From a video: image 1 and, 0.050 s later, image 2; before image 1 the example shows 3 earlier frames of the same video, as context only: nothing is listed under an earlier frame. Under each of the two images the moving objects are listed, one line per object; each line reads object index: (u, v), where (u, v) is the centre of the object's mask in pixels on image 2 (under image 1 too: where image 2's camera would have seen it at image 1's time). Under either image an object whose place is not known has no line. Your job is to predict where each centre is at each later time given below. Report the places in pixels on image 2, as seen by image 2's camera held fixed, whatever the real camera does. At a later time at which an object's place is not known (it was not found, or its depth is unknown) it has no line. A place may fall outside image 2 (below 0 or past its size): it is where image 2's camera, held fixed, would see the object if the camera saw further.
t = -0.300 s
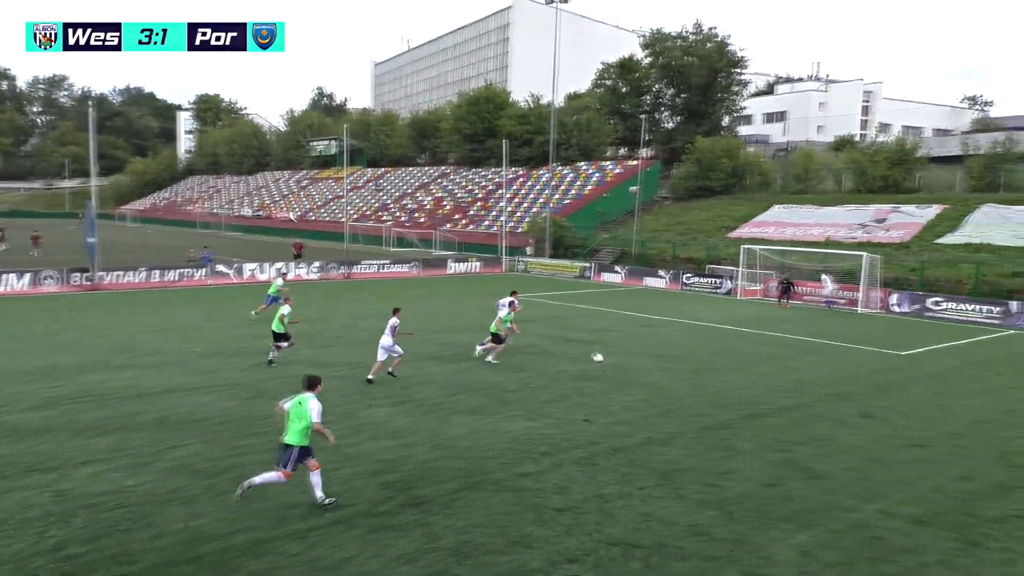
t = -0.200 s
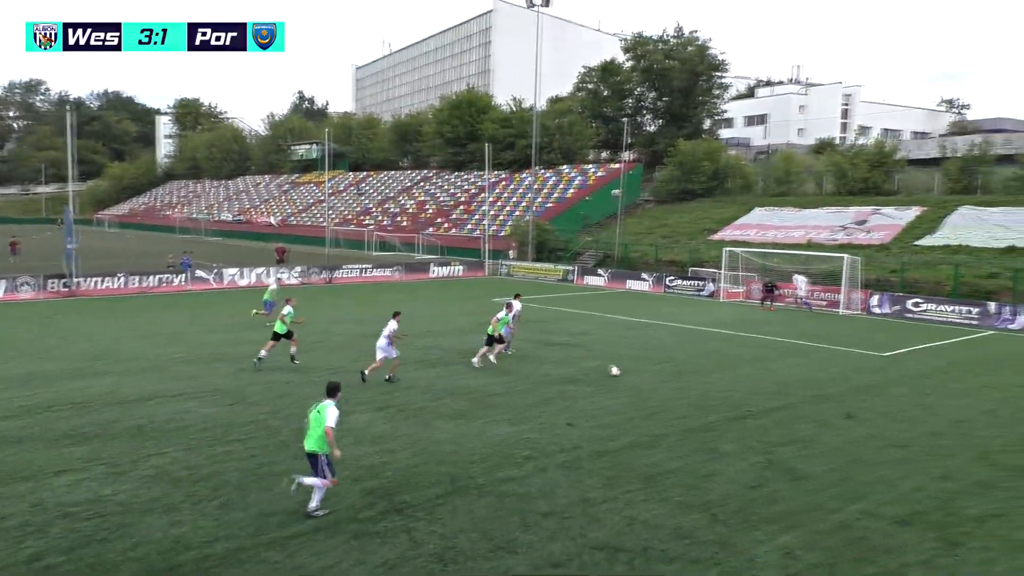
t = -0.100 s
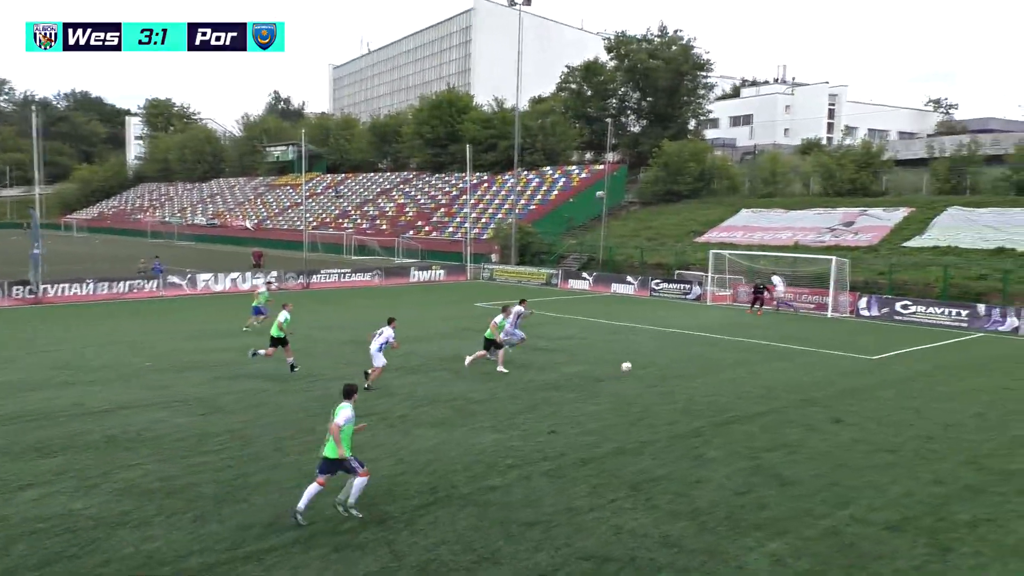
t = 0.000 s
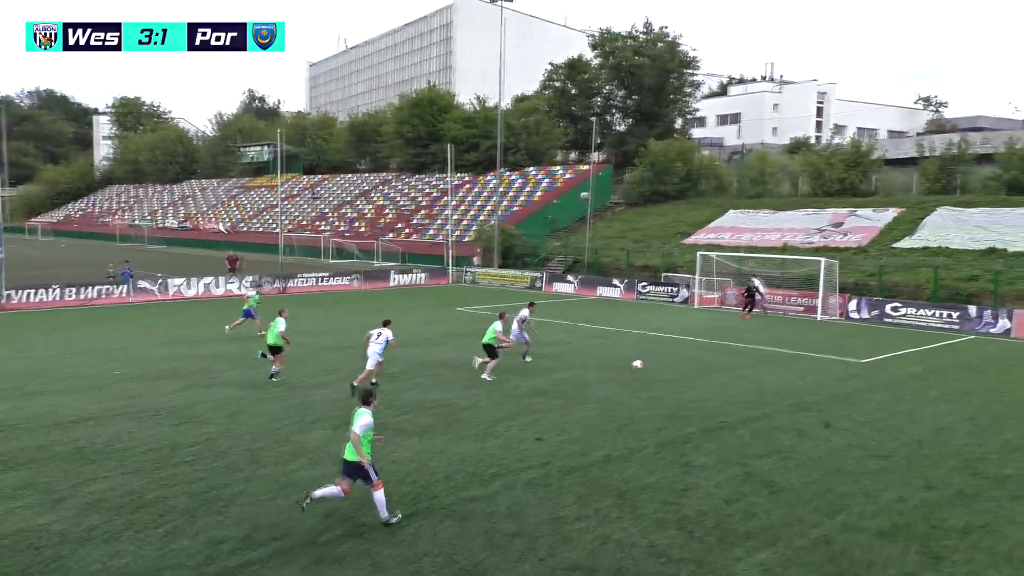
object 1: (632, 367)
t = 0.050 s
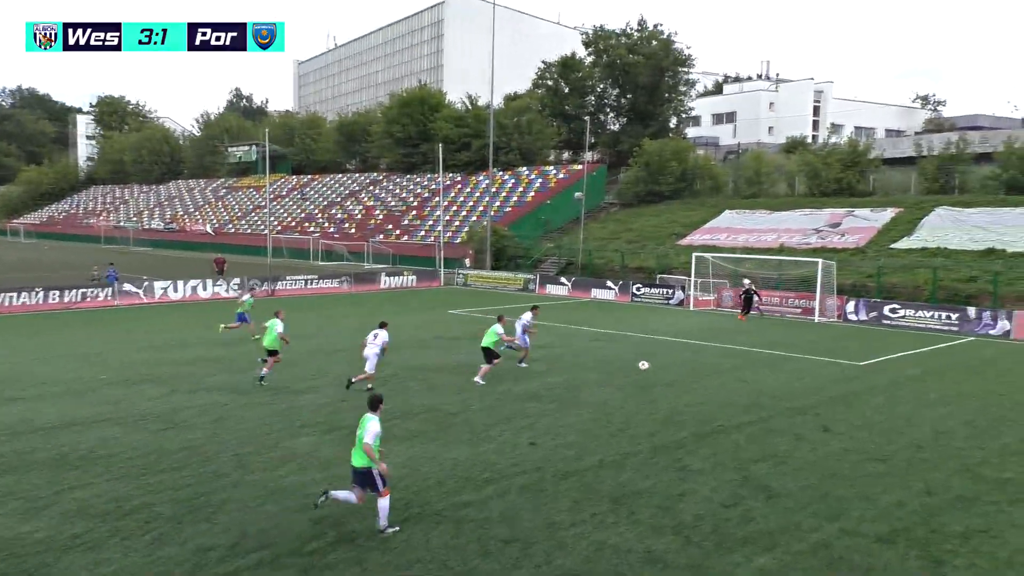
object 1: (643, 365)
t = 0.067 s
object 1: (648, 364)
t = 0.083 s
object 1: (653, 365)
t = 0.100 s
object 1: (657, 364)
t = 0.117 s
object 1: (661, 367)
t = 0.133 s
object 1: (664, 368)
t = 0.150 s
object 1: (668, 367)
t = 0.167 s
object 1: (673, 369)
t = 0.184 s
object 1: (678, 368)
